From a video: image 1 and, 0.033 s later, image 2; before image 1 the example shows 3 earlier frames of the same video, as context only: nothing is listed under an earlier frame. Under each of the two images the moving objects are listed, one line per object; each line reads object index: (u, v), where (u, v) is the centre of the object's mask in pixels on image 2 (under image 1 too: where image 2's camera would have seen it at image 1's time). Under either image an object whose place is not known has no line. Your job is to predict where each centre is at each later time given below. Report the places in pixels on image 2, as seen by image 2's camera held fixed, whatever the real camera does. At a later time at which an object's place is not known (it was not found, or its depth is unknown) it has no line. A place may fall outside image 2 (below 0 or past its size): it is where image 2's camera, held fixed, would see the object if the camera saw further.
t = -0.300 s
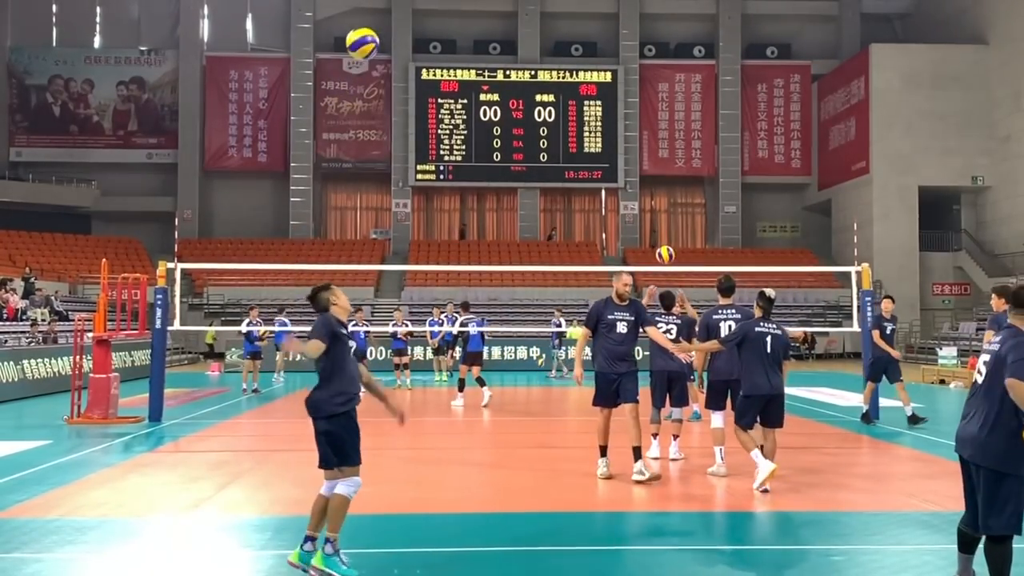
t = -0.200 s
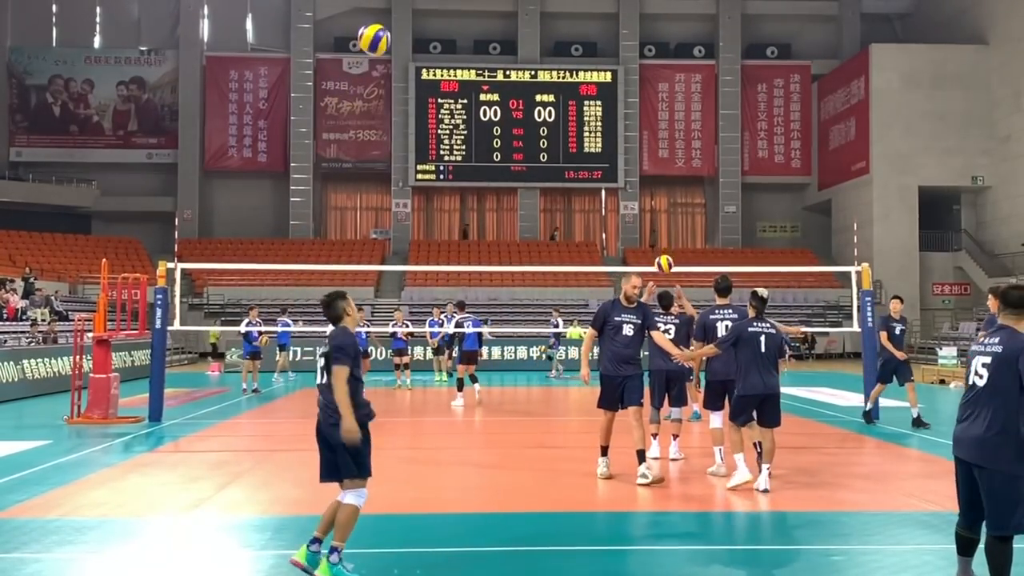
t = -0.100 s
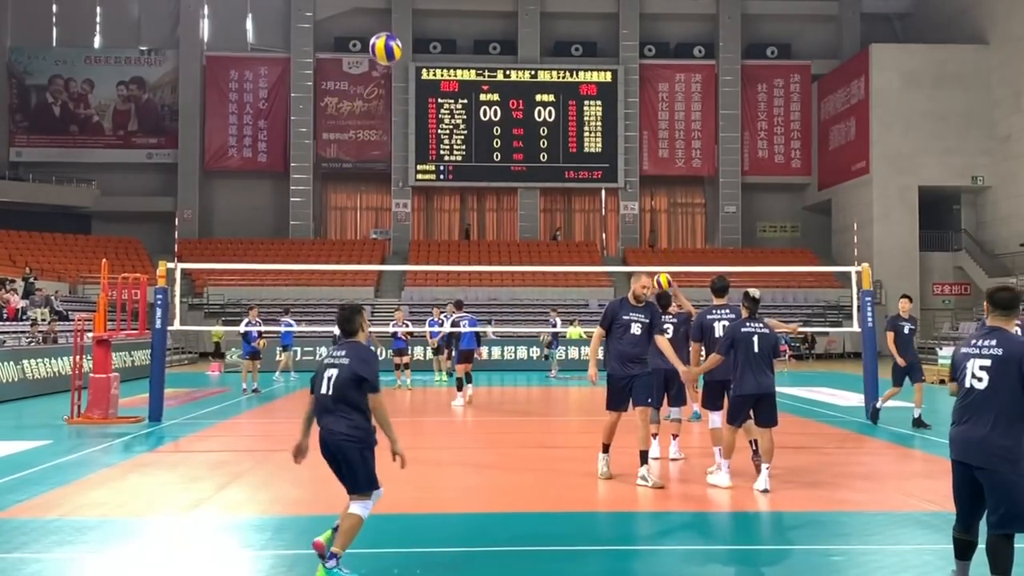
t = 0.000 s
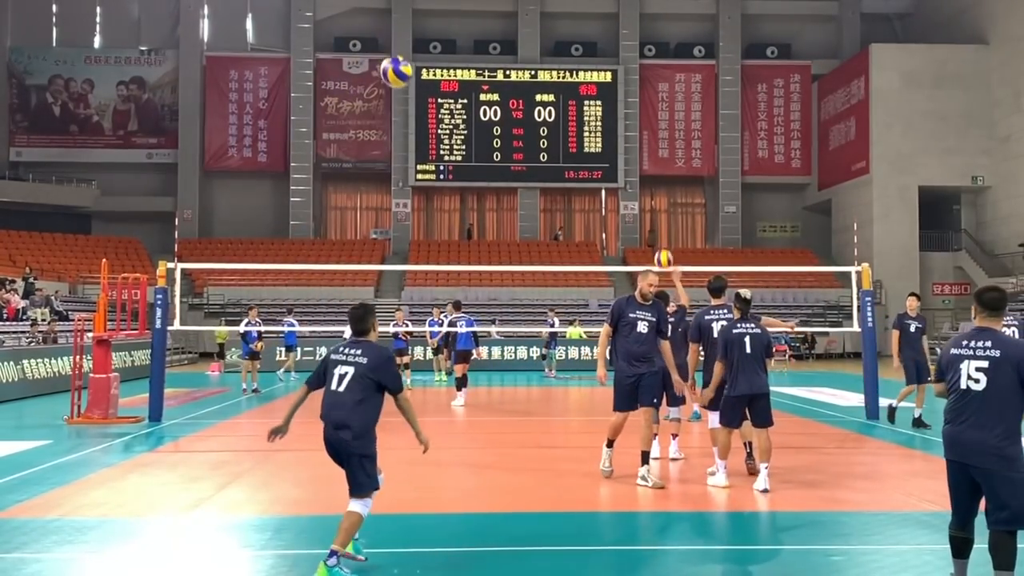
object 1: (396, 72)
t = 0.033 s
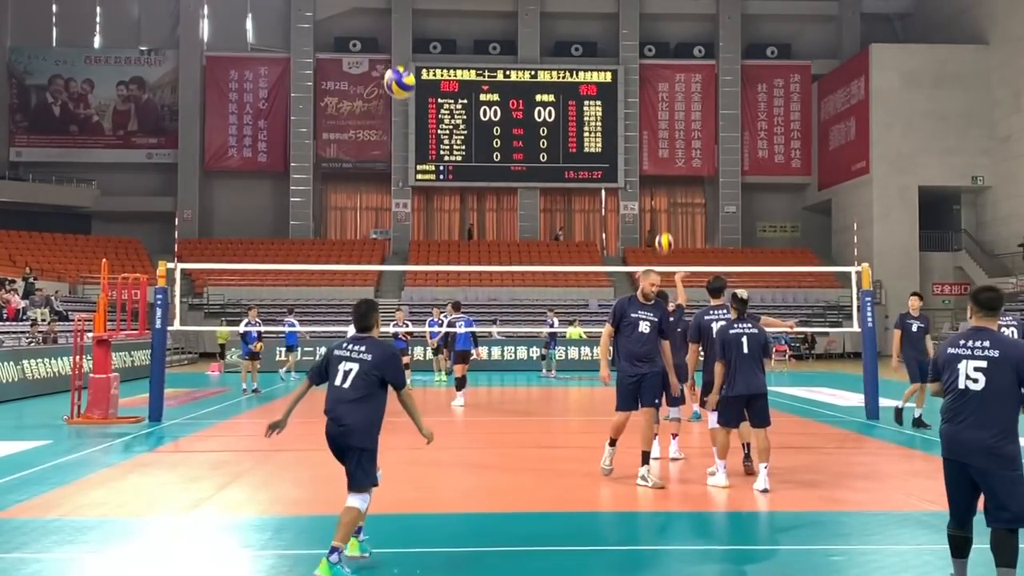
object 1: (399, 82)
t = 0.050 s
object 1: (401, 88)
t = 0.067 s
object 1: (402, 94)
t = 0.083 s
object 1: (405, 100)
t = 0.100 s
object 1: (406, 108)
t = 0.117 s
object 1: (407, 115)
